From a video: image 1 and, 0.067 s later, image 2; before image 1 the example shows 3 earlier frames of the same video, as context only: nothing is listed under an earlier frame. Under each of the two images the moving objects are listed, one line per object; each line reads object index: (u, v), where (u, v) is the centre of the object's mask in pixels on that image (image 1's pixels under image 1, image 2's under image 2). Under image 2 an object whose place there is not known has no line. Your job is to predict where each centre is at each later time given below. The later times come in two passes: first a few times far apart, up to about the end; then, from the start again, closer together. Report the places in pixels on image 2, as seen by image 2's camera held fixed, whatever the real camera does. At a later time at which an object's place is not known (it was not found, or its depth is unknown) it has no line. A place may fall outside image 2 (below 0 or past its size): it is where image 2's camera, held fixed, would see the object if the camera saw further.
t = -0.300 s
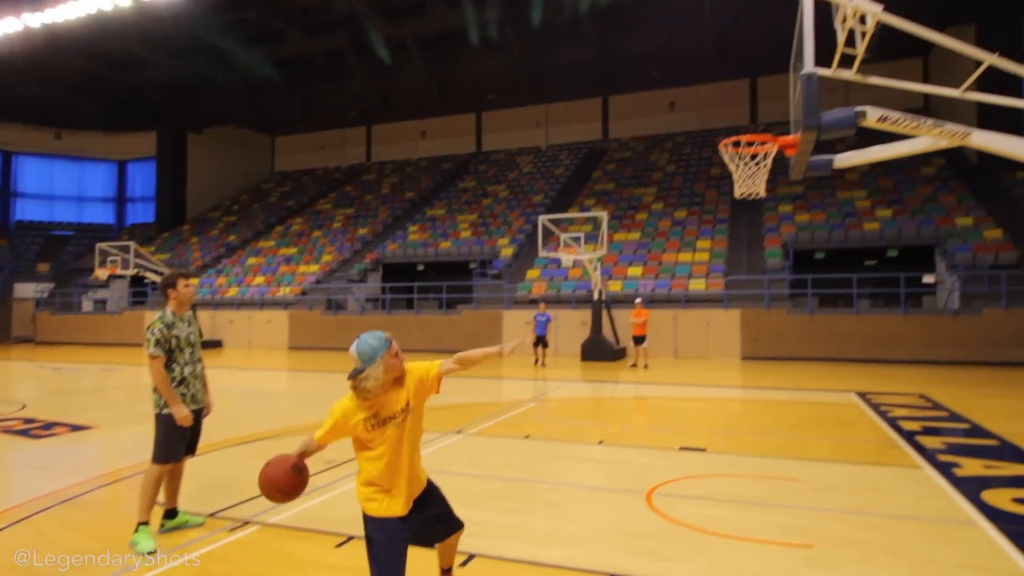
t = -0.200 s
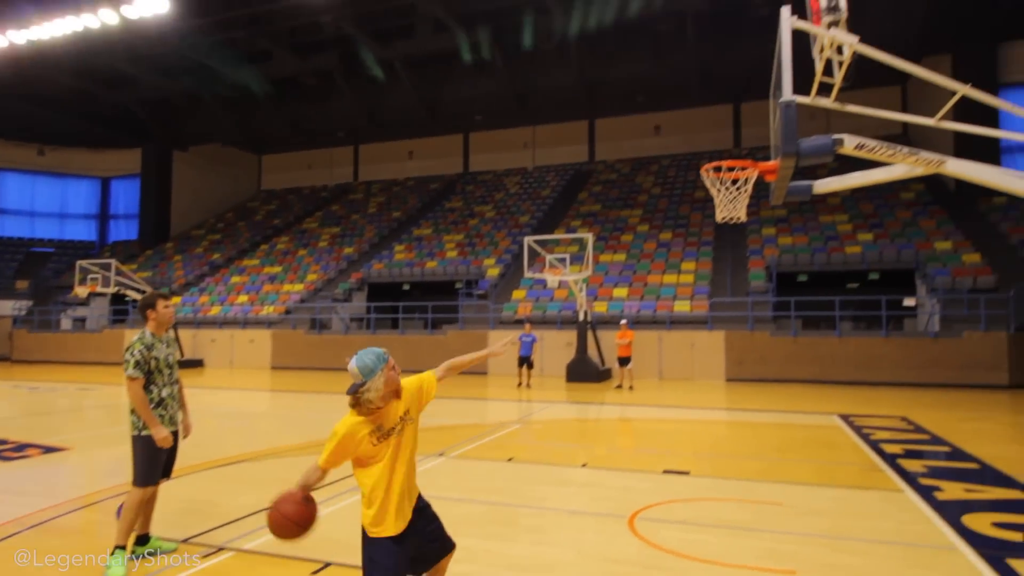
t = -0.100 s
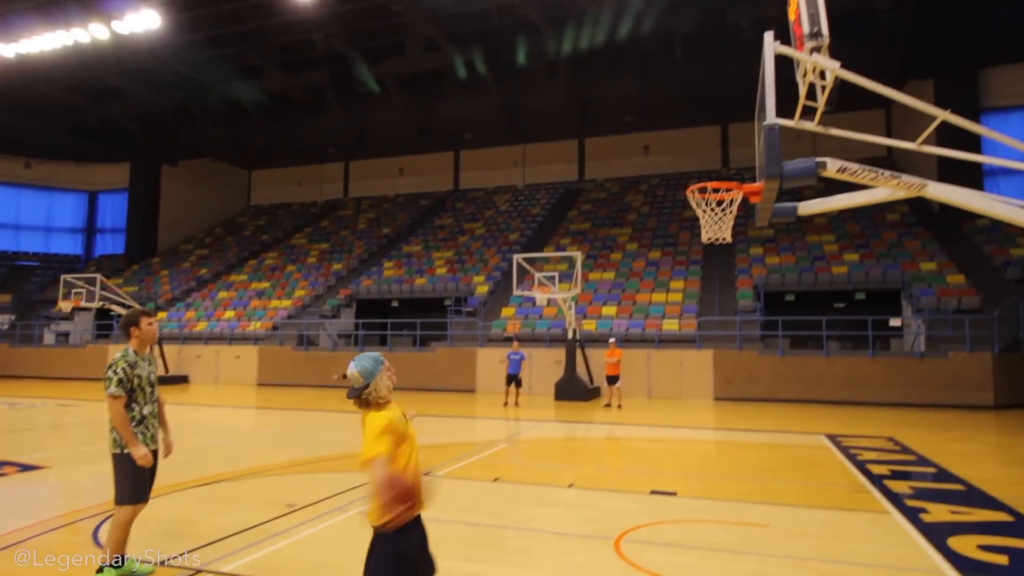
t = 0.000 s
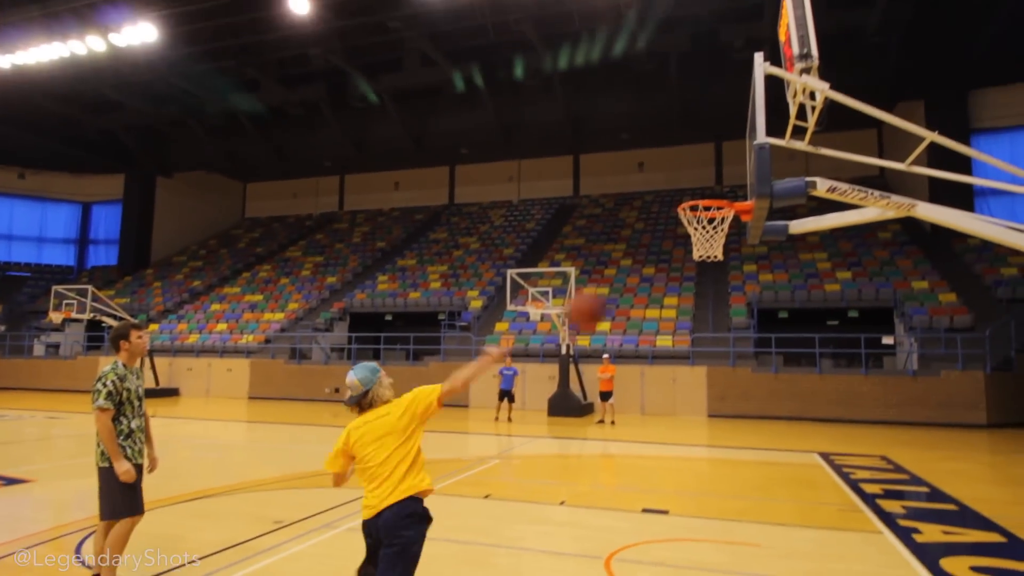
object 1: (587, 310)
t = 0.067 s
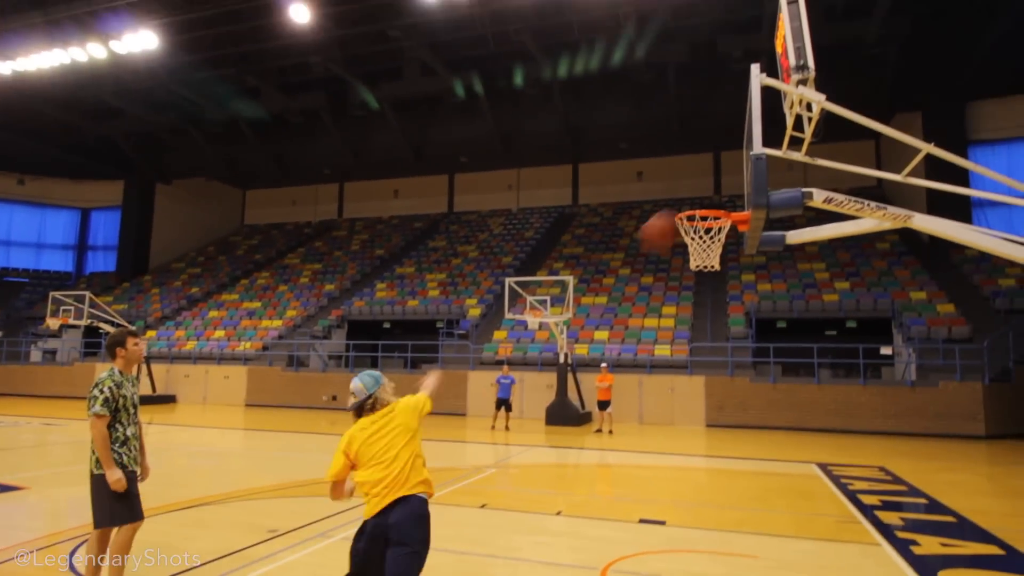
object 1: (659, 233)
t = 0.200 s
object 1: (709, 144)
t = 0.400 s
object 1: (620, 124)
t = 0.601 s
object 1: (575, 136)
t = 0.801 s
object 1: (551, 164)
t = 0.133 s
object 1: (719, 172)
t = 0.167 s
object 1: (729, 153)
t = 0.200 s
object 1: (709, 144)
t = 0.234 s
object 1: (689, 137)
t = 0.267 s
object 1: (671, 132)
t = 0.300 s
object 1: (656, 128)
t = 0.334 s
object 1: (643, 126)
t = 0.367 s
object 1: (630, 125)
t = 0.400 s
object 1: (620, 124)
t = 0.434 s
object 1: (610, 125)
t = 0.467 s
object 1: (602, 126)
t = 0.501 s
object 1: (594, 128)
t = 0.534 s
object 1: (588, 130)
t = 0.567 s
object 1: (581, 133)
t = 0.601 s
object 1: (575, 136)
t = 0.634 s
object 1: (570, 140)
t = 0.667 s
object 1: (566, 144)
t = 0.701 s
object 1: (561, 148)
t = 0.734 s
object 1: (557, 153)
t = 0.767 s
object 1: (554, 158)
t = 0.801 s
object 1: (551, 164)
